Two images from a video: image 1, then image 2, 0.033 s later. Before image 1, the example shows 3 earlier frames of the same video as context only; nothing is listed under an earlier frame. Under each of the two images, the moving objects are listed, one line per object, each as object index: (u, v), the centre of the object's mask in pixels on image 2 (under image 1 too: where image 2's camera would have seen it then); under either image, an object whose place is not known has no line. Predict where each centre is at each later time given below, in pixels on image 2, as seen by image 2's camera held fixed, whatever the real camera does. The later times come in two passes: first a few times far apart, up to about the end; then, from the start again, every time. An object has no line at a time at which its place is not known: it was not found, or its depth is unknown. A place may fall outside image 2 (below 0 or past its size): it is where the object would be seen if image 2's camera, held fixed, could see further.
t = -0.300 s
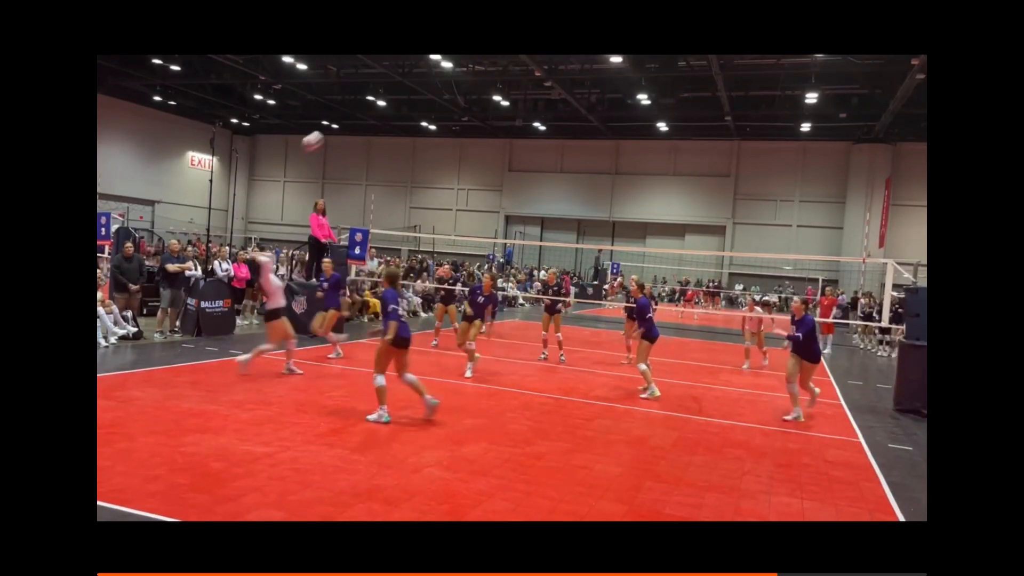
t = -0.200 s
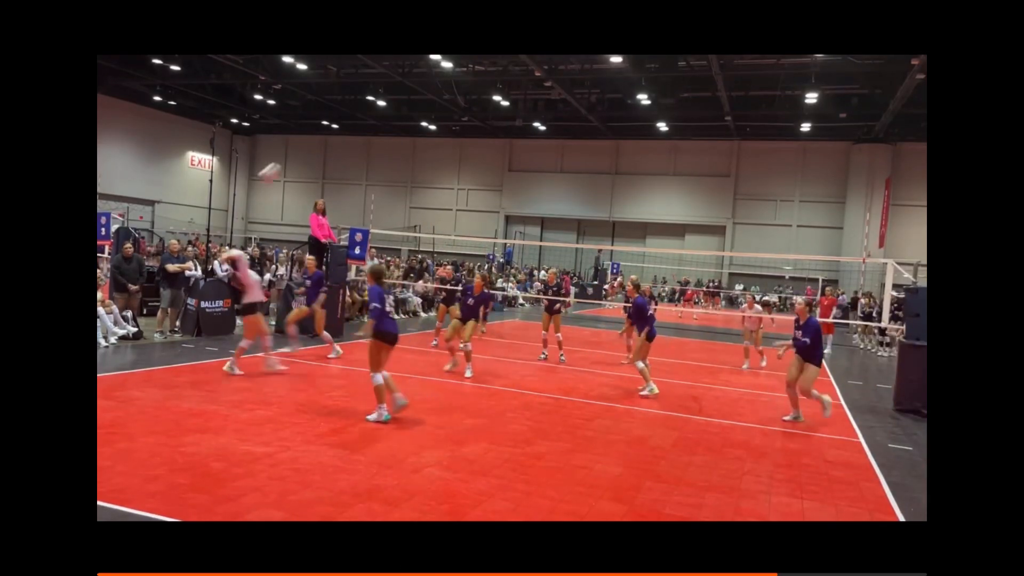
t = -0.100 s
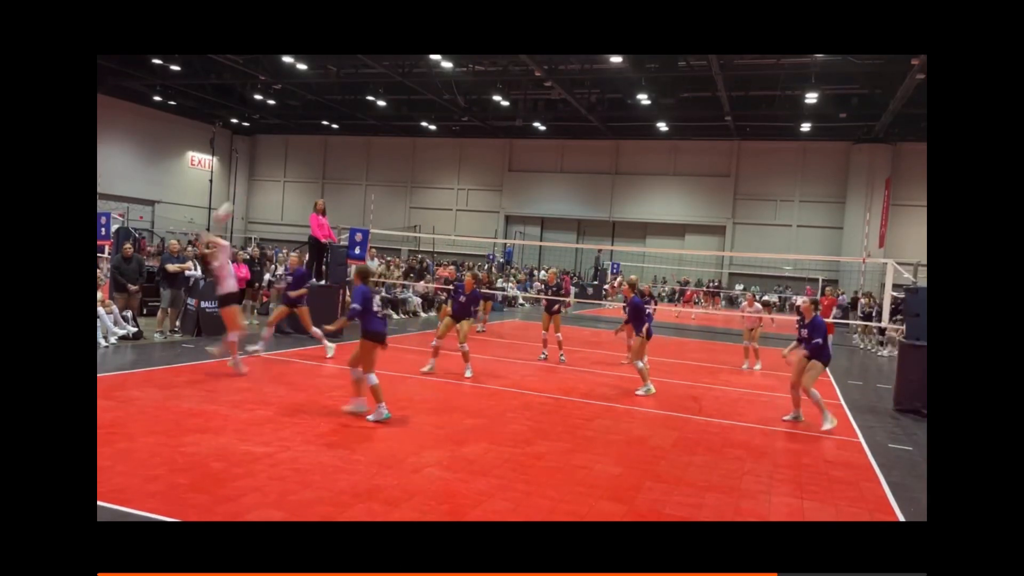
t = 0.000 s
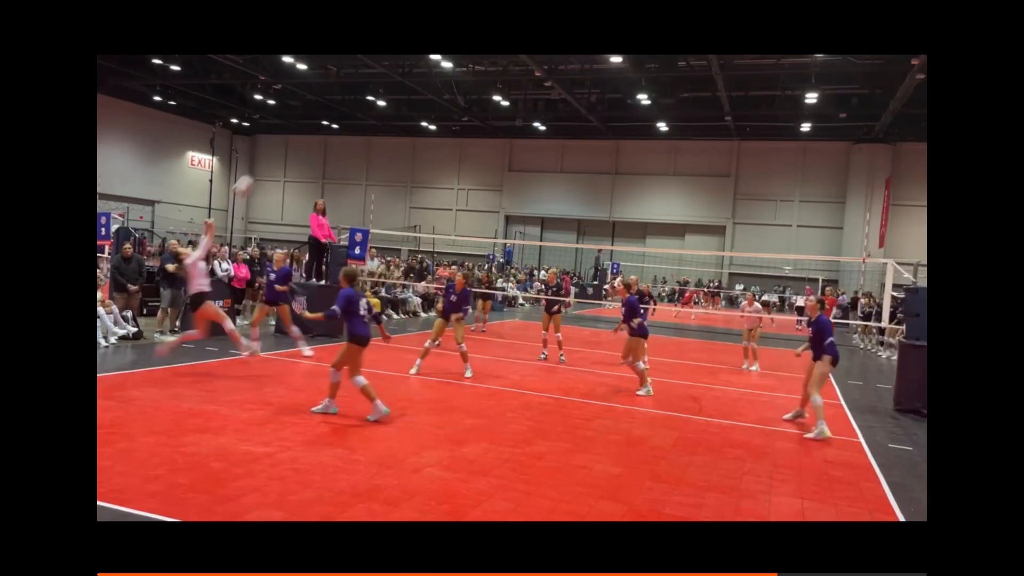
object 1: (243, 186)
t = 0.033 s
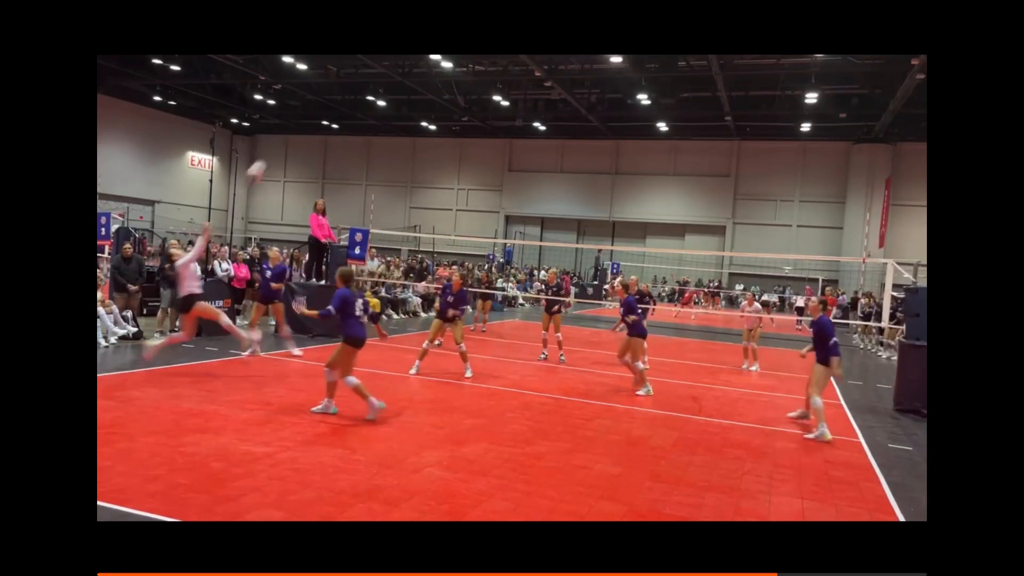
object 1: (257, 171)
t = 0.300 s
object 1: (352, 89)
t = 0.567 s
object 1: (433, 65)
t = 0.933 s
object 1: (524, 105)
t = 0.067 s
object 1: (269, 157)
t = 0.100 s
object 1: (282, 145)
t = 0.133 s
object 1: (294, 133)
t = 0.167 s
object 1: (306, 123)
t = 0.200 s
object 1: (318, 112)
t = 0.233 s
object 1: (330, 104)
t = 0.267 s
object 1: (341, 95)
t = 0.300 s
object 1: (352, 89)
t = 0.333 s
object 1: (363, 82)
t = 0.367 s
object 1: (374, 77)
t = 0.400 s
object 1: (384, 73)
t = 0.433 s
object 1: (394, 69)
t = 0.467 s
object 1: (405, 67)
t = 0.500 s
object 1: (414, 65)
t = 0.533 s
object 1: (424, 64)
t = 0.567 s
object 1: (433, 65)
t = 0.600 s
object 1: (443, 65)
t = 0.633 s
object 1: (452, 65)
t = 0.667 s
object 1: (461, 67)
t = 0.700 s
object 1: (470, 70)
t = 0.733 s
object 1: (478, 73)
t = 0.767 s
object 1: (486, 76)
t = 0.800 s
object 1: (494, 81)
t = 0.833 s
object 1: (502, 86)
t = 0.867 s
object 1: (509, 92)
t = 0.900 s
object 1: (517, 98)
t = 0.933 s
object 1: (524, 105)
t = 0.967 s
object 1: (531, 113)
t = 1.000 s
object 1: (537, 120)
